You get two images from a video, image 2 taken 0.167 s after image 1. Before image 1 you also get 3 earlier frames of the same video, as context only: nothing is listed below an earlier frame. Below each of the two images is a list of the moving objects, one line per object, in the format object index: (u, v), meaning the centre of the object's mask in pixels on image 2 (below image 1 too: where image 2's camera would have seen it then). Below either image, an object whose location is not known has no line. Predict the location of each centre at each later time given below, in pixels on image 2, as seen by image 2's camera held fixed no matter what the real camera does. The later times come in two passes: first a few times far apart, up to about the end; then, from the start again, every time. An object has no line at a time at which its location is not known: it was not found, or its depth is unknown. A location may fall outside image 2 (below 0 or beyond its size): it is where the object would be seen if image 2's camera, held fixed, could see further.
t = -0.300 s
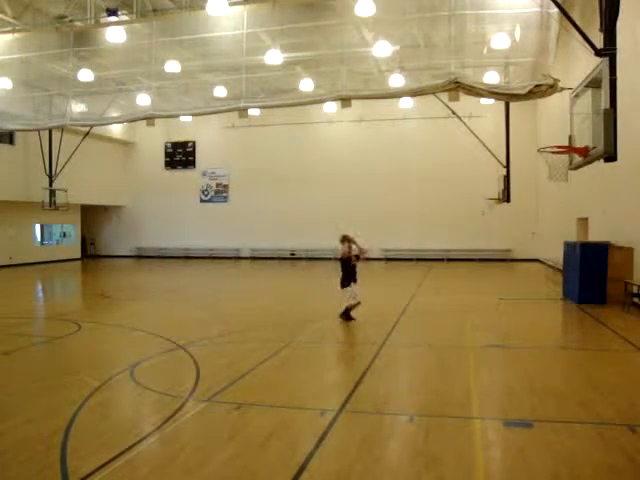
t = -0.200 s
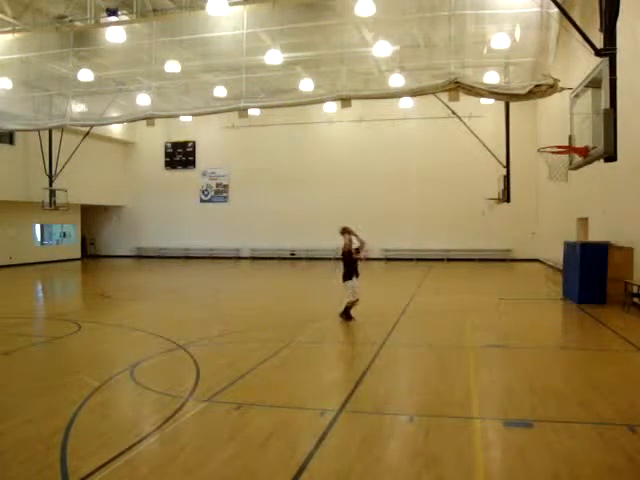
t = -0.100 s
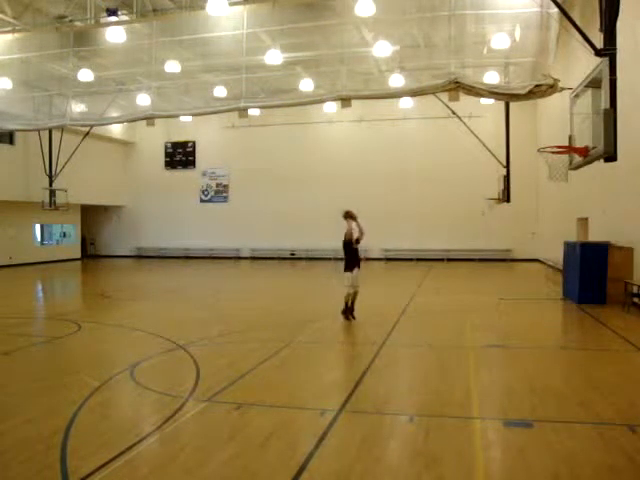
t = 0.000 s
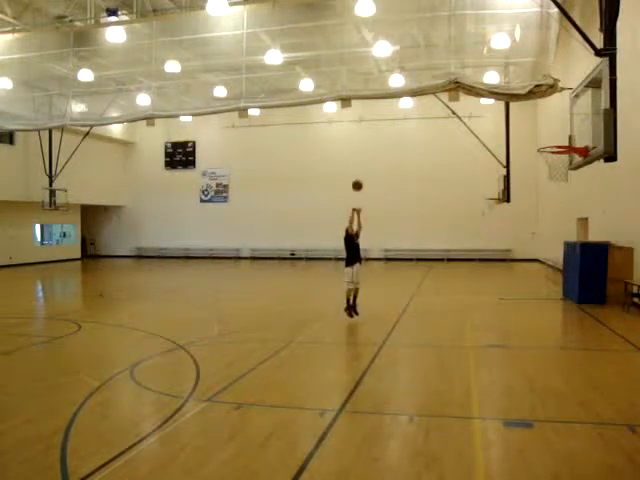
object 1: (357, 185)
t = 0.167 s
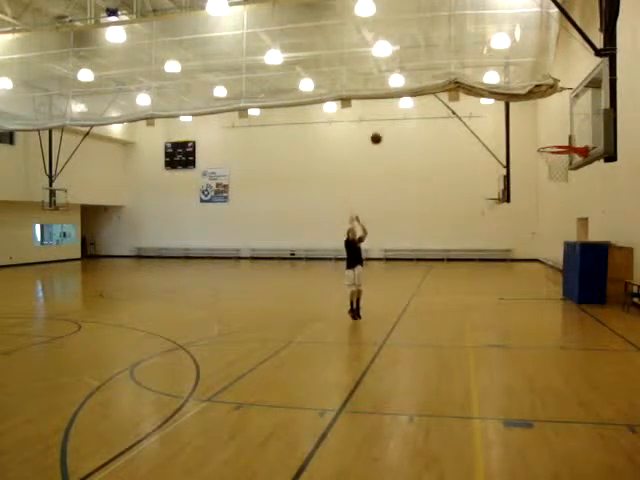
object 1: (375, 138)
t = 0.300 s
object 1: (391, 107)
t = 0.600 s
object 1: (434, 65)
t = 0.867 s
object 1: (478, 67)
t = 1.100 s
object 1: (526, 107)
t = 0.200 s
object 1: (379, 130)
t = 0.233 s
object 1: (384, 122)
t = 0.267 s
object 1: (388, 114)
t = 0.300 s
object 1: (391, 107)
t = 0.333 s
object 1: (396, 101)
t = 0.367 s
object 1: (400, 94)
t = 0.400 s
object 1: (406, 90)
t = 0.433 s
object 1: (410, 84)
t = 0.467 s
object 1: (414, 79)
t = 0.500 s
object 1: (419, 75)
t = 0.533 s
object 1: (424, 71)
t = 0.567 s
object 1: (429, 68)
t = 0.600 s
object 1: (434, 65)
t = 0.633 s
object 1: (439, 63)
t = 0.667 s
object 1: (444, 62)
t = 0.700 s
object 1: (450, 61)
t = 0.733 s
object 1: (455, 61)
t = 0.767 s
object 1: (461, 61)
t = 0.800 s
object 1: (467, 62)
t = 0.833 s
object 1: (472, 64)
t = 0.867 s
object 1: (478, 67)
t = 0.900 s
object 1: (484, 70)
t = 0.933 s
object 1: (491, 73)
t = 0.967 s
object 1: (498, 79)
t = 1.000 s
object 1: (504, 84)
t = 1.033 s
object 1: (511, 90)
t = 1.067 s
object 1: (518, 98)
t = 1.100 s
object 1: (526, 107)
